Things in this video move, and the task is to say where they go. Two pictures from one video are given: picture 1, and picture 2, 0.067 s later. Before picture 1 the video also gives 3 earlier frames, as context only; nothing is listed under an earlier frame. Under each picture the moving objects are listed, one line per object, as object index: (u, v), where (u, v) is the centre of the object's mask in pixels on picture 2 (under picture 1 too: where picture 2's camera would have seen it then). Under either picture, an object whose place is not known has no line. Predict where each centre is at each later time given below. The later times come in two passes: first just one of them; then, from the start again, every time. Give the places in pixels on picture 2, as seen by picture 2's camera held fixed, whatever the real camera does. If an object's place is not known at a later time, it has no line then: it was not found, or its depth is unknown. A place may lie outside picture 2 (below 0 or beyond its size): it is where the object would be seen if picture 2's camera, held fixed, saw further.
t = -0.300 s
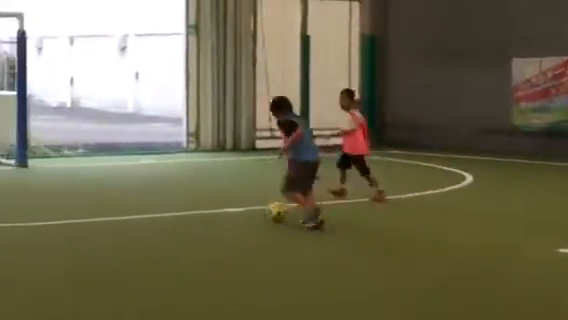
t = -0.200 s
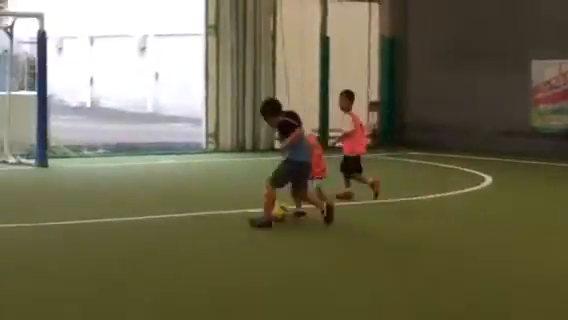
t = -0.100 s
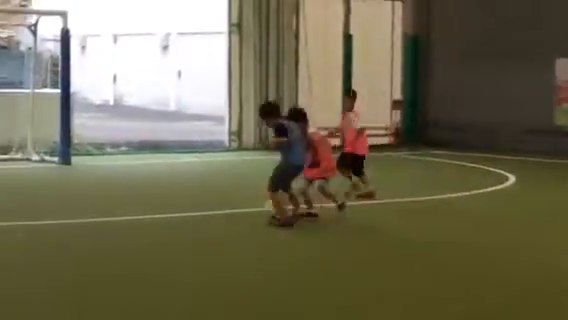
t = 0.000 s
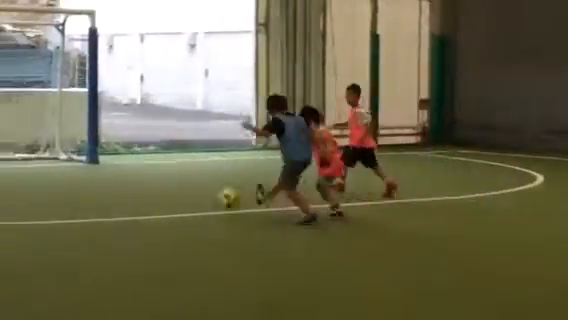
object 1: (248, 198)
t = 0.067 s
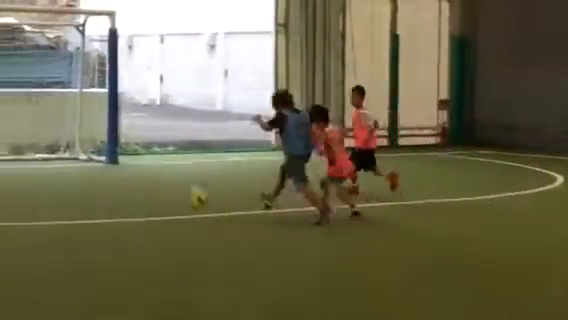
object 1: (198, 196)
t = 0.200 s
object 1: (101, 197)
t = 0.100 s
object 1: (171, 197)
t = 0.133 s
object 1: (147, 200)
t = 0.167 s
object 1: (122, 201)
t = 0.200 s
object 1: (101, 197)
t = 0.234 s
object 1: (82, 196)
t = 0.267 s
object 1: (59, 196)
